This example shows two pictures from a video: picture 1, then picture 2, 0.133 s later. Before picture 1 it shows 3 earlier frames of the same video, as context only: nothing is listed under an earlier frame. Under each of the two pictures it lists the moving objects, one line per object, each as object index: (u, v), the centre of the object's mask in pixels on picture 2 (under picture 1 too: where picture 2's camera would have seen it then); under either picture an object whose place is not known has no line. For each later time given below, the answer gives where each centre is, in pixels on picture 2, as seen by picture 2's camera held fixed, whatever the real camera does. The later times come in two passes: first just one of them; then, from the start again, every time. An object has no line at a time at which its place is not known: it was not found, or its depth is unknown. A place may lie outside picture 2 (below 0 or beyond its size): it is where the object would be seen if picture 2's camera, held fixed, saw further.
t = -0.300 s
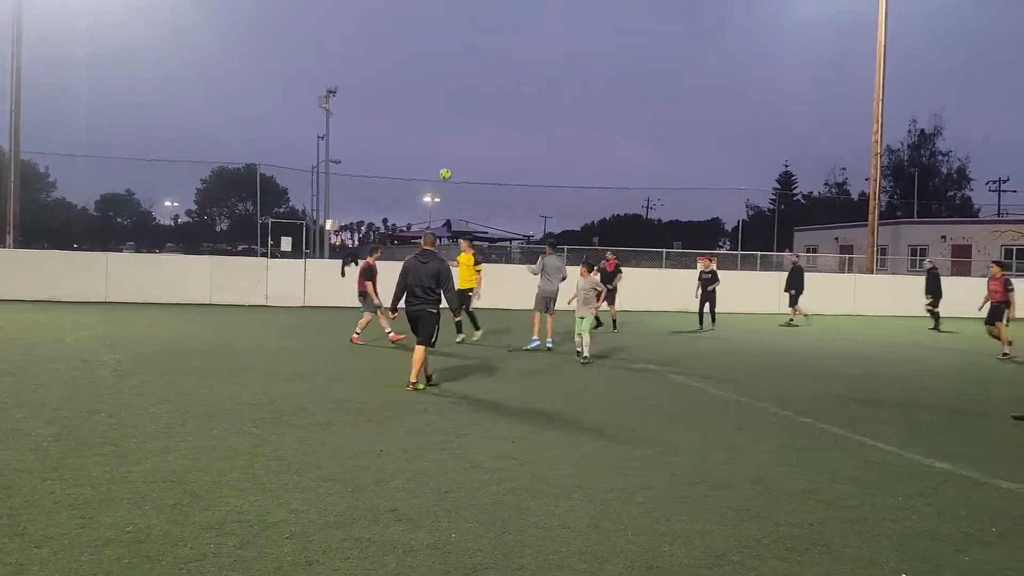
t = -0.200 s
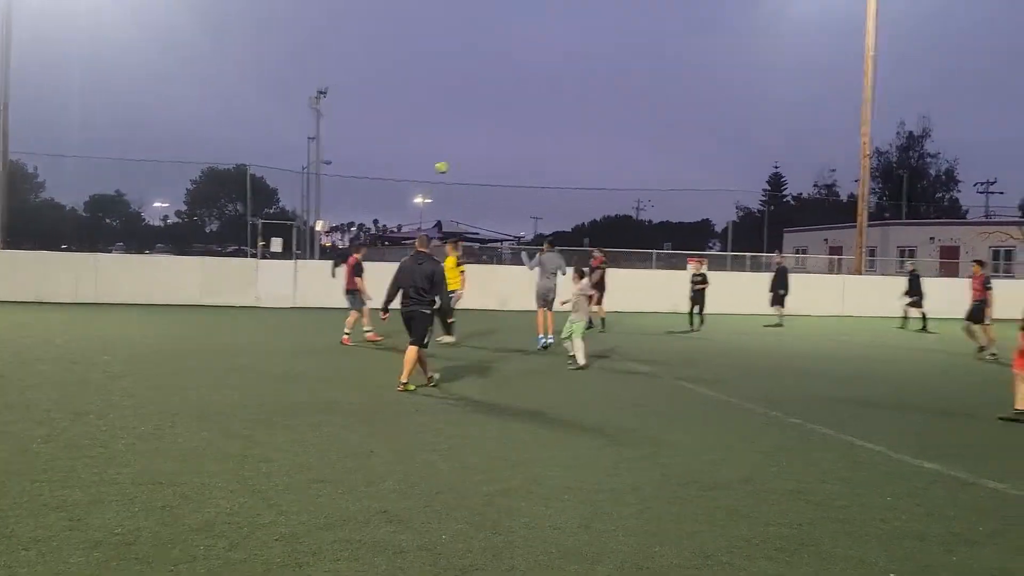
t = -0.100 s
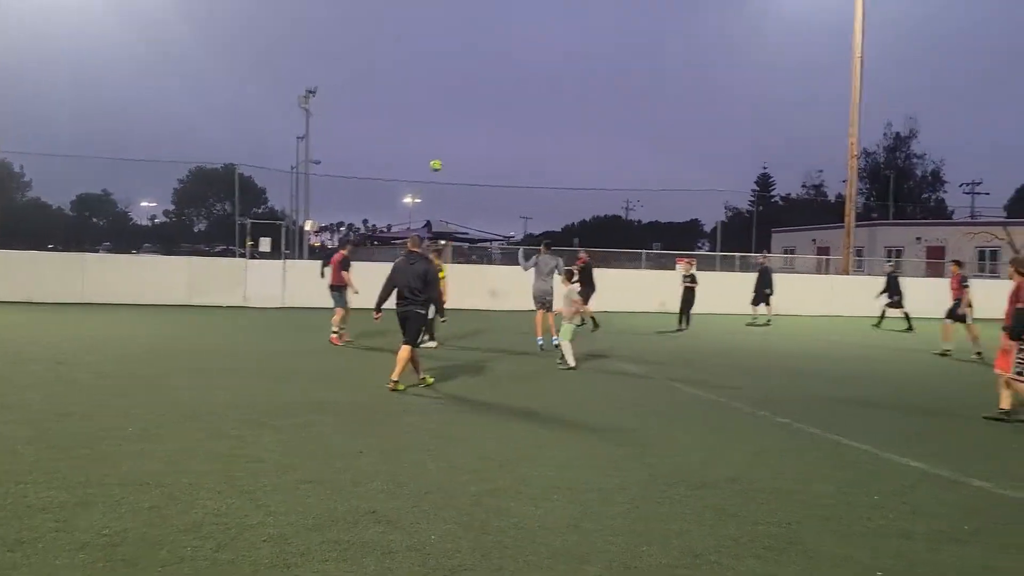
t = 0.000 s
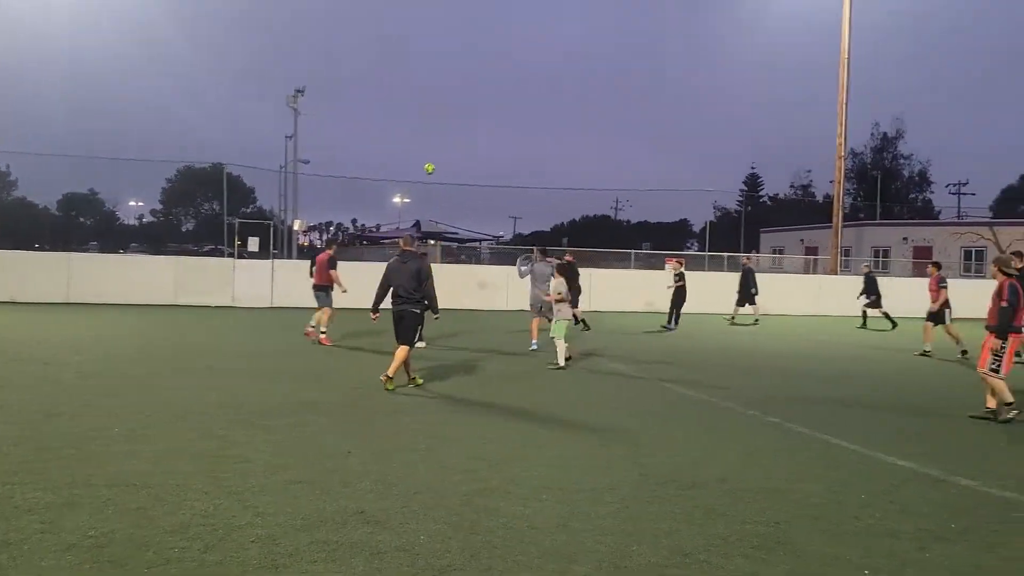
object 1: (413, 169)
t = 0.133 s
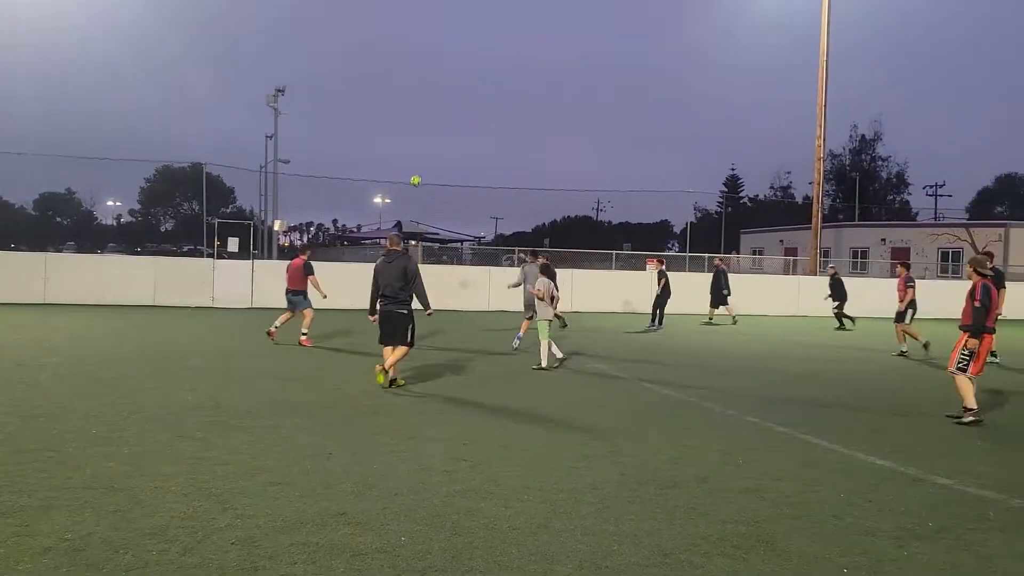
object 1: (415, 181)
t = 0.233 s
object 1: (418, 195)
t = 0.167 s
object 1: (416, 185)
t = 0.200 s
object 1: (417, 189)
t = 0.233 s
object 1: (418, 195)
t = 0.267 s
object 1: (419, 200)
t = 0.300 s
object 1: (420, 206)
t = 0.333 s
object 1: (420, 212)
